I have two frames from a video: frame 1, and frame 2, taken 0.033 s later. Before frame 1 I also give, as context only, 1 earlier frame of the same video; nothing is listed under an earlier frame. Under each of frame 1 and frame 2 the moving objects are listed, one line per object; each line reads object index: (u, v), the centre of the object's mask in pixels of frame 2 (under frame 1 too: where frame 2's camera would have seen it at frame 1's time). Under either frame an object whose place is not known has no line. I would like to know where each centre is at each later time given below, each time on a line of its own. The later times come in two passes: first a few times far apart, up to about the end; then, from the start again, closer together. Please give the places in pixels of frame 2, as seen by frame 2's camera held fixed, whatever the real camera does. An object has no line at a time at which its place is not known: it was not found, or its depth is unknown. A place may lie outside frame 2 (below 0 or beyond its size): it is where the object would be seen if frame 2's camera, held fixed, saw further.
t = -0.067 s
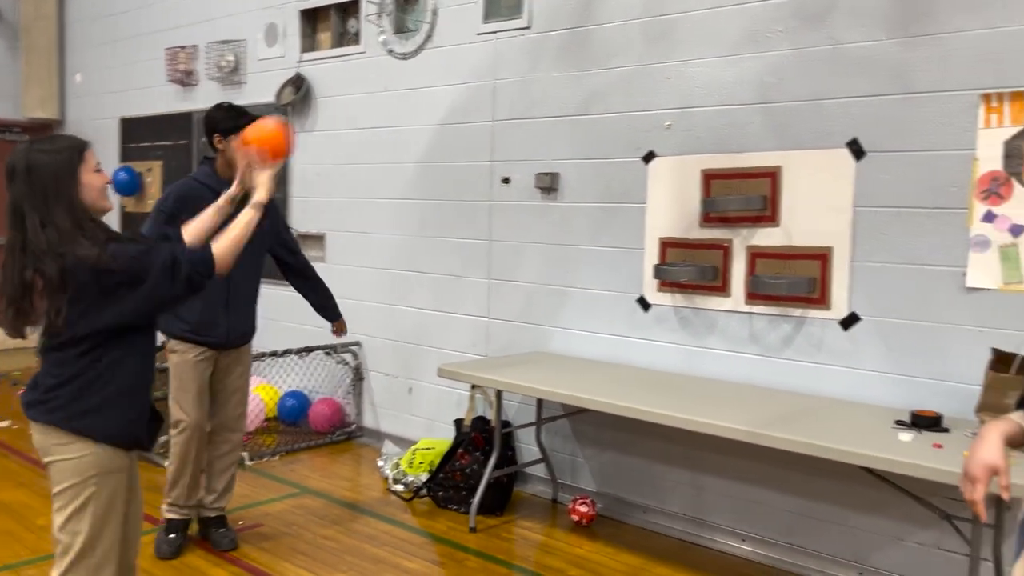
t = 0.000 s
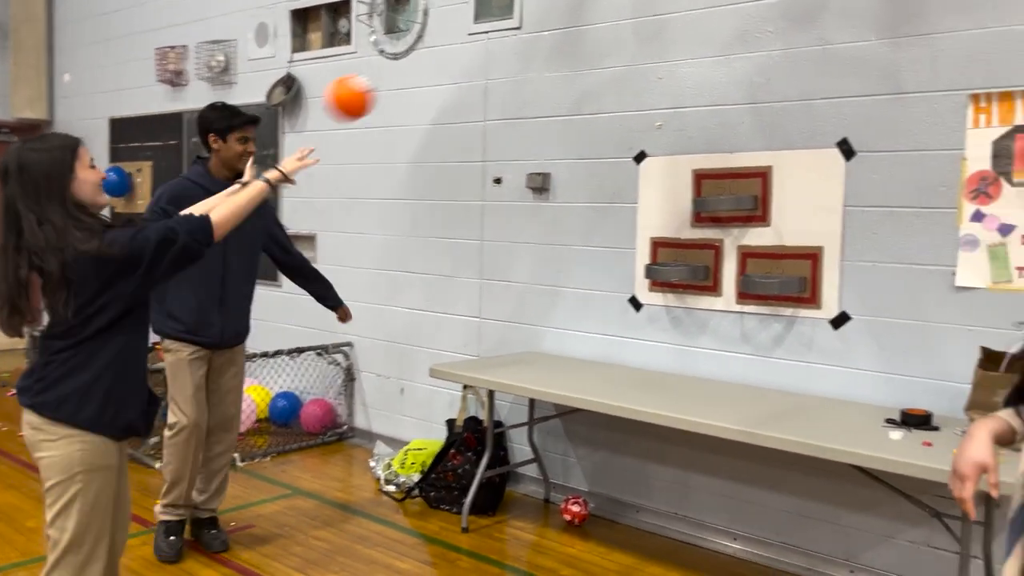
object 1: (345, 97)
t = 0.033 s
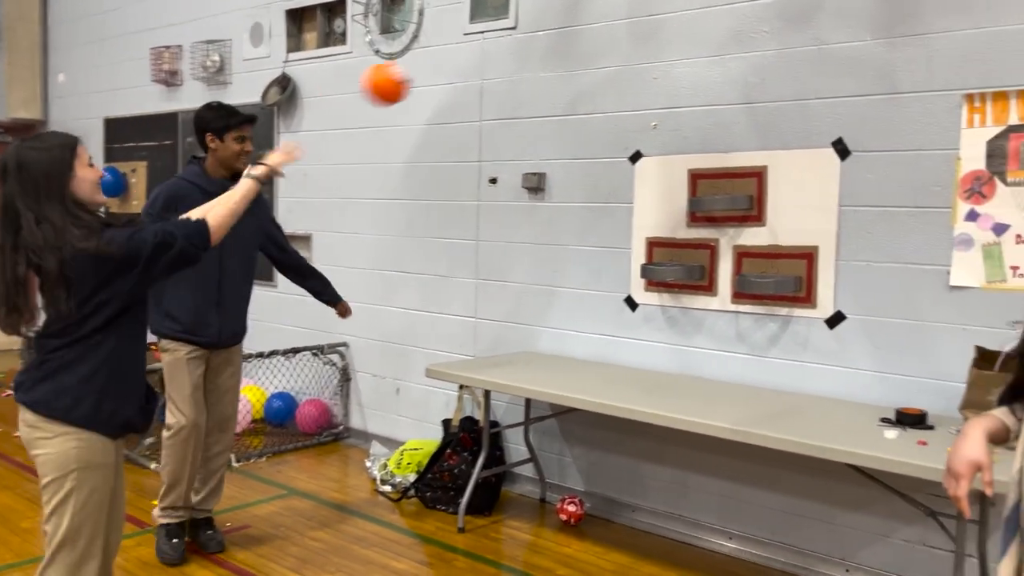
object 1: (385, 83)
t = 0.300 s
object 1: (632, 94)
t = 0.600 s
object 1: (670, 222)
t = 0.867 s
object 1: (582, 515)
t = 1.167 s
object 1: (499, 391)
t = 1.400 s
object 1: (433, 285)
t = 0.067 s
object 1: (424, 72)
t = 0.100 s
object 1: (460, 67)
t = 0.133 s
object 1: (493, 64)
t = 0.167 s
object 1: (525, 65)
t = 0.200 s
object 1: (553, 68)
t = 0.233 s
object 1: (582, 74)
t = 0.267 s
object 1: (608, 83)
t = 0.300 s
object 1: (632, 94)
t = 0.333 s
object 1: (656, 107)
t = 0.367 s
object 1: (677, 122)
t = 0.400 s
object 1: (698, 139)
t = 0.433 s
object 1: (712, 155)
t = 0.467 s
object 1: (703, 164)
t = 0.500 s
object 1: (695, 175)
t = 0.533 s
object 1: (687, 188)
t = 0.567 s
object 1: (679, 204)
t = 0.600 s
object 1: (670, 222)
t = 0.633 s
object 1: (659, 246)
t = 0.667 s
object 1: (648, 271)
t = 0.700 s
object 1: (636, 304)
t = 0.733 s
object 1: (626, 339)
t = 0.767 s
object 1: (615, 377)
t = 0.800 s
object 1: (604, 422)
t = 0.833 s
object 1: (594, 465)
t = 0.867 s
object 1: (582, 515)
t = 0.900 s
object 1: (569, 560)
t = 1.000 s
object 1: (538, 558)
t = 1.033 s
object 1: (530, 526)
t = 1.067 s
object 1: (523, 491)
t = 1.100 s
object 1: (515, 455)
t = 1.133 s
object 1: (508, 422)
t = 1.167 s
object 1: (499, 391)
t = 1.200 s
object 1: (490, 365)
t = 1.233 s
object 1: (480, 344)
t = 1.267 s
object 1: (470, 327)
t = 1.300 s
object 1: (460, 312)
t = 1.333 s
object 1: (452, 300)
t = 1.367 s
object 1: (442, 291)
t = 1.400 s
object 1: (433, 285)
